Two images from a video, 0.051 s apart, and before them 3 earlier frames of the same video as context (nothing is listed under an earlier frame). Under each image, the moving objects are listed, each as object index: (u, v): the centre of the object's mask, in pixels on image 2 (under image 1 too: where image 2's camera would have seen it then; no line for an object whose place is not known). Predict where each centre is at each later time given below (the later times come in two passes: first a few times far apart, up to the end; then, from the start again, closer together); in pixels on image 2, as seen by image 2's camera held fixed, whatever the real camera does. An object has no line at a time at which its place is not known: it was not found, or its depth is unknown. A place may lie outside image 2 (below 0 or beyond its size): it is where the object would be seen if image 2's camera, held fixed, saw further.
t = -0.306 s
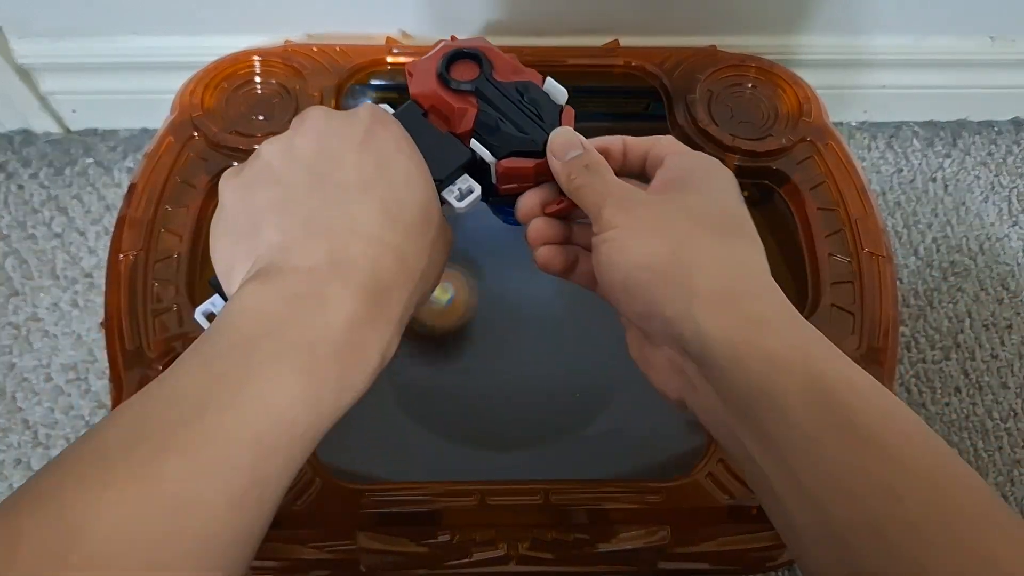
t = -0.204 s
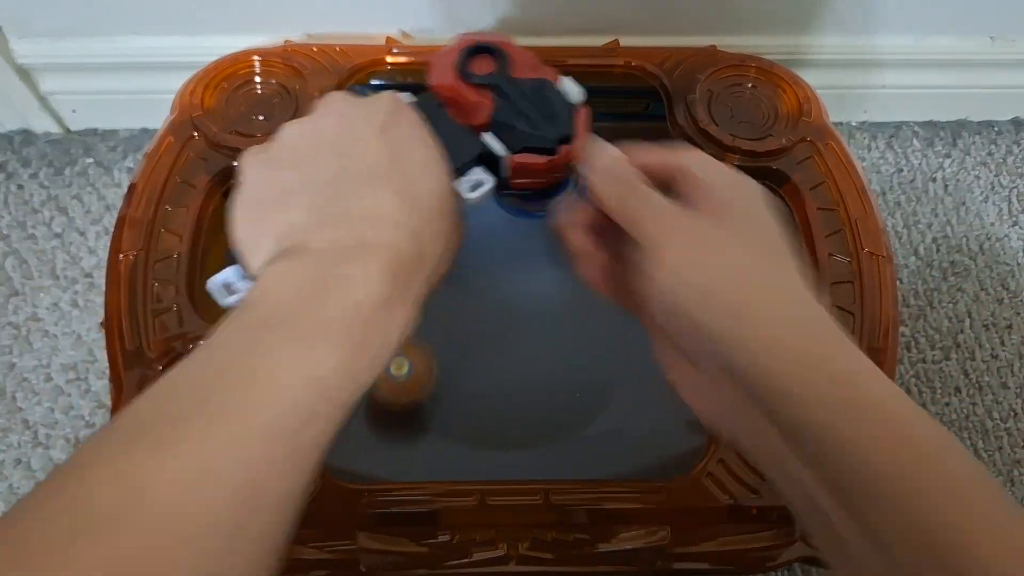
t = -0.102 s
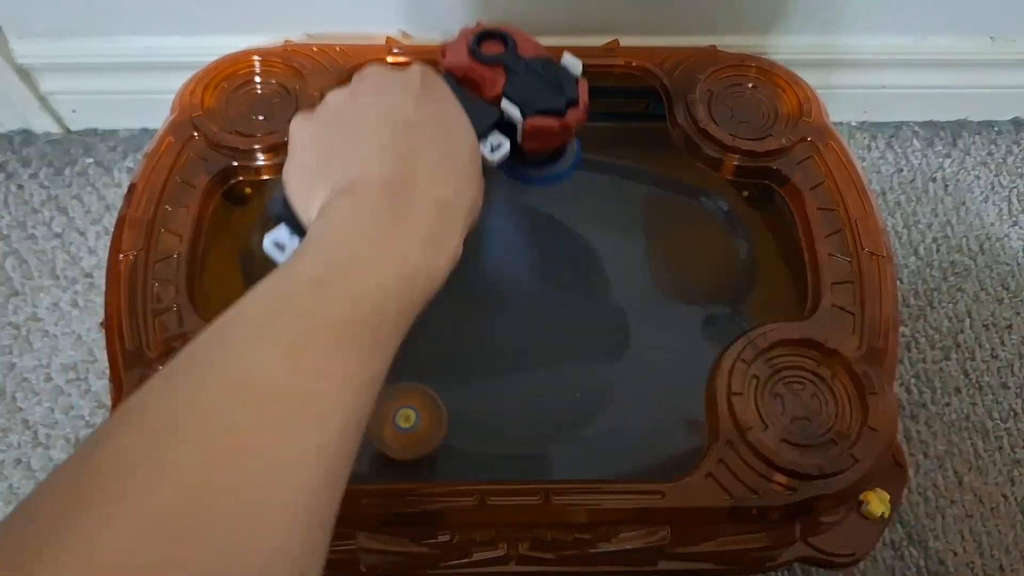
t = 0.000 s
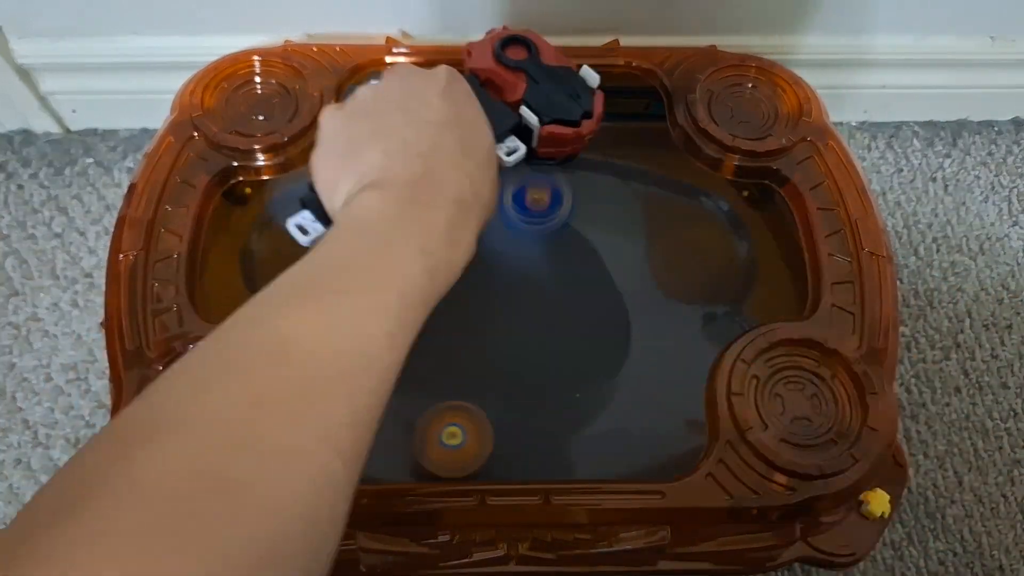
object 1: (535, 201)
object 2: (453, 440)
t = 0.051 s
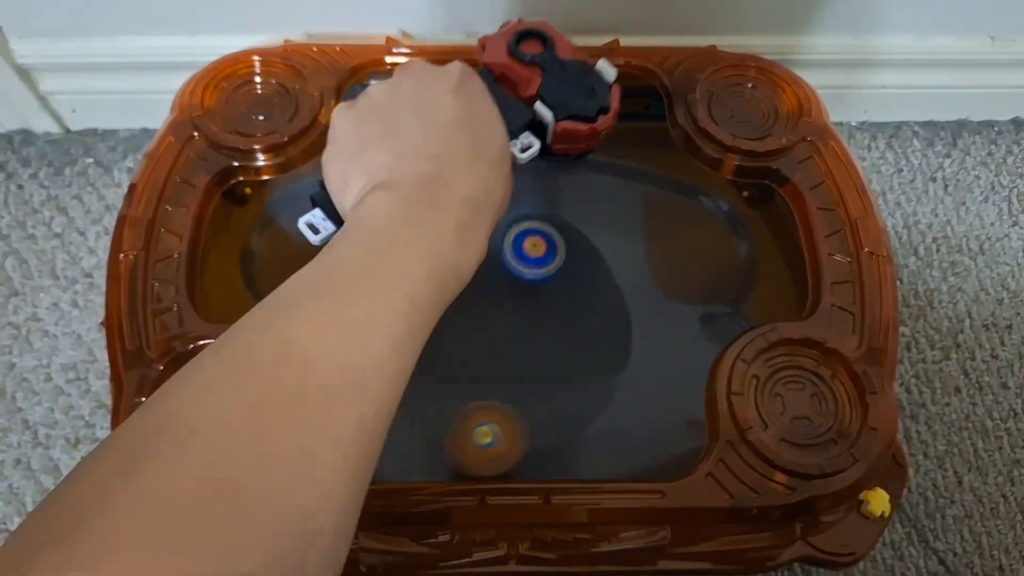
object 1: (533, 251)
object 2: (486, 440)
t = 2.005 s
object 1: (329, 335)
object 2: (417, 345)
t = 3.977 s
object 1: (399, 307)
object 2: (471, 374)
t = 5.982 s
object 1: (456, 355)
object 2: (534, 363)
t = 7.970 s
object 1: (452, 348)
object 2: (558, 324)
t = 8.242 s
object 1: (576, 349)
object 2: (498, 285)
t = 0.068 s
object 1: (531, 257)
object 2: (498, 437)
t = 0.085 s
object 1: (529, 265)
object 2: (509, 434)
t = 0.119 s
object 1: (525, 287)
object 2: (535, 428)
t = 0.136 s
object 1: (521, 300)
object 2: (548, 423)
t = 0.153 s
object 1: (518, 311)
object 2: (559, 418)
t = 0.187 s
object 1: (510, 324)
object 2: (582, 402)
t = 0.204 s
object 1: (505, 334)
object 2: (593, 394)
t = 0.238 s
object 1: (499, 344)
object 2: (612, 374)
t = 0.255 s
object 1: (496, 351)
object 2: (621, 363)
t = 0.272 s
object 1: (495, 354)
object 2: (626, 351)
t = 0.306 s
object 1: (494, 361)
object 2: (636, 327)
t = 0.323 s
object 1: (495, 363)
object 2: (638, 314)
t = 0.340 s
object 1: (497, 364)
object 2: (638, 304)
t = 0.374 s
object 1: (505, 366)
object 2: (634, 282)
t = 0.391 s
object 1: (509, 366)
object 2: (631, 272)
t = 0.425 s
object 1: (521, 363)
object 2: (620, 252)
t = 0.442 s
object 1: (528, 360)
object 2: (613, 244)
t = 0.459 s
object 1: (535, 355)
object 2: (607, 236)
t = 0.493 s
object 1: (547, 344)
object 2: (588, 225)
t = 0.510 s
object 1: (551, 338)
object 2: (580, 220)
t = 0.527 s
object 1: (554, 330)
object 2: (569, 217)
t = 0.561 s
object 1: (555, 316)
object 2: (547, 213)
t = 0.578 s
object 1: (553, 308)
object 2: (534, 213)
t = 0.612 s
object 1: (547, 293)
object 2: (508, 215)
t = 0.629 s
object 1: (542, 286)
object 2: (495, 220)
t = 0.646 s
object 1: (536, 279)
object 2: (482, 226)
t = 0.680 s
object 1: (522, 270)
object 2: (459, 236)
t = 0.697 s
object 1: (514, 266)
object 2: (445, 244)
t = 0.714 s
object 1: (504, 262)
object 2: (433, 252)
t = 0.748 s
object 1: (485, 260)
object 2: (408, 268)
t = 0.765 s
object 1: (474, 259)
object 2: (397, 277)
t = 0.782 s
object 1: (462, 261)
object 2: (387, 286)
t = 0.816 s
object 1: (438, 266)
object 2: (372, 306)
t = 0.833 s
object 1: (426, 270)
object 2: (366, 316)
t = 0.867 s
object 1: (405, 283)
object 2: (357, 336)
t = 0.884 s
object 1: (397, 290)
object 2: (350, 348)
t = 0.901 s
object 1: (392, 296)
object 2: (344, 361)
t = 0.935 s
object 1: (386, 310)
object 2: (339, 386)
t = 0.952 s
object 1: (385, 320)
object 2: (338, 397)
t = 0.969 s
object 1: (385, 329)
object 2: (338, 406)
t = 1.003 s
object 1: (389, 350)
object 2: (339, 421)
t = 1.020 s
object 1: (394, 361)
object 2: (341, 427)
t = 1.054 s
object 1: (409, 378)
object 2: (347, 435)
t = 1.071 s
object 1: (420, 385)
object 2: (351, 437)
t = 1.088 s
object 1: (432, 390)
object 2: (357, 440)
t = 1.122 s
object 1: (459, 396)
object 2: (380, 439)
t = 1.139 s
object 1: (474, 396)
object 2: (392, 438)
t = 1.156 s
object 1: (490, 394)
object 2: (404, 436)
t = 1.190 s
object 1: (521, 387)
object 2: (432, 430)
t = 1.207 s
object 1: (535, 381)
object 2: (445, 427)
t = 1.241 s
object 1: (561, 364)
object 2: (472, 418)
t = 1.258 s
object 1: (571, 355)
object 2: (487, 413)
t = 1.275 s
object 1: (580, 344)
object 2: (502, 407)
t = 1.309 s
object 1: (593, 322)
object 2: (530, 391)
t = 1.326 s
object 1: (597, 310)
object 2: (544, 381)
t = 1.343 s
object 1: (599, 298)
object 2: (554, 370)
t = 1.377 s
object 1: (600, 274)
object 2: (571, 348)
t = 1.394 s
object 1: (598, 261)
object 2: (578, 335)
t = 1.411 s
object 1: (594, 251)
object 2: (583, 323)
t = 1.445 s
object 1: (582, 231)
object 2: (589, 299)
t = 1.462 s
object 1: (574, 223)
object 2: (589, 289)
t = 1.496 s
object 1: (559, 201)
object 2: (584, 275)
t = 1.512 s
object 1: (551, 187)
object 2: (579, 273)
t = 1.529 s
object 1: (543, 176)
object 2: (572, 273)
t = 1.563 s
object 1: (525, 155)
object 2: (561, 273)
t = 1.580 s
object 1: (514, 149)
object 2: (554, 273)
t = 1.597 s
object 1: (503, 144)
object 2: (547, 272)
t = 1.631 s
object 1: (482, 144)
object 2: (532, 271)
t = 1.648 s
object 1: (470, 149)
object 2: (524, 270)
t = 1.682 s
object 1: (446, 159)
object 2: (506, 269)
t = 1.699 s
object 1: (433, 166)
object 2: (497, 269)
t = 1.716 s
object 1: (421, 173)
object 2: (487, 268)
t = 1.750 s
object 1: (397, 188)
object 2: (471, 268)
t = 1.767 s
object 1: (386, 196)
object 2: (462, 269)
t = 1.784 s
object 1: (374, 205)
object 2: (454, 271)
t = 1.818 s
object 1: (352, 223)
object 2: (438, 275)
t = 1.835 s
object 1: (342, 233)
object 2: (431, 279)
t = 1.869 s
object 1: (324, 252)
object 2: (420, 289)
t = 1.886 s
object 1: (319, 263)
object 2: (416, 294)
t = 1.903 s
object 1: (315, 272)
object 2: (412, 301)
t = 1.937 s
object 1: (313, 292)
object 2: (410, 316)
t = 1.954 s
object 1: (315, 301)
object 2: (410, 323)
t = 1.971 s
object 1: (319, 311)
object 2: (411, 331)
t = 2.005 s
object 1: (329, 335)
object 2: (417, 345)
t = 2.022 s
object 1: (335, 348)
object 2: (422, 351)
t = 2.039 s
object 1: (341, 360)
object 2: (429, 357)
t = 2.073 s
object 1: (357, 380)
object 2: (444, 364)
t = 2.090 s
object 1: (366, 388)
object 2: (452, 367)
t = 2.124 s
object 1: (389, 399)
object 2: (470, 369)
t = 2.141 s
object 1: (400, 403)
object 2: (480, 369)
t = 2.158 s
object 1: (413, 407)
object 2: (489, 368)
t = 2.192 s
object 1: (442, 412)
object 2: (508, 364)
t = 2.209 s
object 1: (457, 413)
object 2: (518, 361)
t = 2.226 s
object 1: (472, 414)
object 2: (525, 357)
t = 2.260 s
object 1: (505, 413)
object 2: (541, 348)
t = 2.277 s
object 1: (521, 411)
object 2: (548, 343)
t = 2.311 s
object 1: (549, 404)
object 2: (559, 331)
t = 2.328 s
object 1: (562, 399)
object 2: (563, 324)
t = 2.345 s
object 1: (575, 393)
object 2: (565, 318)
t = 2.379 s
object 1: (602, 380)
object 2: (570, 304)
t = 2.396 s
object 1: (613, 373)
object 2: (570, 298)
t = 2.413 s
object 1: (625, 366)
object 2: (570, 291)
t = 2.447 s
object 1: (647, 351)
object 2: (567, 277)
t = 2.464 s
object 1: (656, 344)
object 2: (564, 272)
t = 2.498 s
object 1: (670, 328)
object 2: (557, 262)
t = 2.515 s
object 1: (674, 321)
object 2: (551, 258)
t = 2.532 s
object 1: (676, 313)
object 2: (545, 254)
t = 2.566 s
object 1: (677, 297)
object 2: (532, 250)
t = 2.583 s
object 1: (677, 289)
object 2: (525, 249)
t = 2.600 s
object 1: (676, 280)
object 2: (518, 249)
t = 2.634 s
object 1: (676, 262)
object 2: (503, 250)
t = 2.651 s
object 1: (675, 253)
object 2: (494, 251)
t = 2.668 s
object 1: (673, 245)
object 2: (486, 254)
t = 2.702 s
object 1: (664, 231)
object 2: (472, 262)
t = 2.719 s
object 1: (658, 226)
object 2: (465, 267)
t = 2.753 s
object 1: (643, 221)
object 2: (453, 280)
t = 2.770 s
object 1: (634, 220)
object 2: (449, 288)
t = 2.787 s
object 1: (626, 220)
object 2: (446, 294)
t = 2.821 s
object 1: (606, 222)
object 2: (444, 312)
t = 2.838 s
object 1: (595, 225)
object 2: (444, 320)
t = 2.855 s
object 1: (584, 227)
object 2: (446, 327)
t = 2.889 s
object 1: (558, 234)
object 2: (452, 341)
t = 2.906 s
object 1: (545, 238)
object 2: (456, 347)
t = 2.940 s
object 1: (518, 247)
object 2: (468, 358)
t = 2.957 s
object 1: (506, 252)
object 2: (473, 362)
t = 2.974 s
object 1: (494, 257)
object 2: (480, 366)
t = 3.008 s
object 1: (473, 271)
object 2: (495, 370)
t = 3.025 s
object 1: (464, 278)
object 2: (503, 371)
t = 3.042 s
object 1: (455, 286)
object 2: (511, 372)
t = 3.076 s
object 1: (441, 304)
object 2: (526, 373)
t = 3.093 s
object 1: (437, 313)
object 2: (534, 372)
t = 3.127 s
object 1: (431, 331)
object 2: (549, 369)
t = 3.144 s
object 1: (430, 340)
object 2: (556, 367)
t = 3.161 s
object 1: (430, 349)
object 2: (563, 364)
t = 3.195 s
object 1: (434, 365)
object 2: (577, 356)
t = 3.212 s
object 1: (438, 372)
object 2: (582, 351)
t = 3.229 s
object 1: (442, 379)
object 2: (586, 347)
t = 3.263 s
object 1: (455, 390)
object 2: (592, 334)
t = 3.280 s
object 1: (462, 395)
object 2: (594, 327)
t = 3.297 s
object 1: (471, 399)
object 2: (593, 320)
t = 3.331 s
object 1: (491, 403)
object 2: (589, 308)
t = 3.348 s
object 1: (502, 404)
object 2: (587, 302)
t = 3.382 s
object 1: (525, 403)
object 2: (578, 290)
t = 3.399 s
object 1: (537, 401)
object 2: (572, 285)
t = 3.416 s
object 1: (548, 399)
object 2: (567, 282)
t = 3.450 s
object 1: (569, 390)
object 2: (553, 275)
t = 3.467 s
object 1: (577, 385)
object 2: (546, 273)
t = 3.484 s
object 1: (586, 379)
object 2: (537, 271)
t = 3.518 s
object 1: (599, 362)
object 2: (522, 271)
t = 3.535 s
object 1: (603, 353)
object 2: (514, 271)
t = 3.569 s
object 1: (604, 333)
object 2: (496, 273)
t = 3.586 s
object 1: (603, 324)
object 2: (489, 275)
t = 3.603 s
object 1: (601, 315)
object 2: (482, 278)
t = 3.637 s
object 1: (592, 297)
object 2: (467, 285)
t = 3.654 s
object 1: (584, 289)
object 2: (460, 289)
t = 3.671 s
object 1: (575, 281)
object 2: (454, 292)
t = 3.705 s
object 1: (557, 271)
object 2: (444, 302)
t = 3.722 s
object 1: (545, 267)
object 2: (440, 307)
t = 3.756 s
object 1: (522, 262)
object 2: (435, 318)
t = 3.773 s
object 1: (510, 261)
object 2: (432, 324)
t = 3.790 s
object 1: (499, 261)
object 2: (431, 330)
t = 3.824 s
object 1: (474, 265)
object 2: (431, 342)
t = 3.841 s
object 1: (462, 267)
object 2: (432, 347)
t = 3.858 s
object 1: (451, 271)
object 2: (433, 352)
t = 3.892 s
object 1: (432, 279)
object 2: (440, 362)
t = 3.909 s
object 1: (423, 283)
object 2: (444, 365)
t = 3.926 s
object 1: (416, 289)
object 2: (450, 368)
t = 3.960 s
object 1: (403, 300)
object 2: (463, 373)
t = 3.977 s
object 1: (399, 307)
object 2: (471, 374)
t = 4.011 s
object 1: (392, 321)
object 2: (486, 374)
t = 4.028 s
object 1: (390, 329)
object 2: (493, 373)
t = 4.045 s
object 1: (389, 338)
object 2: (501, 371)
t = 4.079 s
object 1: (389, 356)
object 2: (516, 365)
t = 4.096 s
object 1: (392, 365)
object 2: (522, 361)
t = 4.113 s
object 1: (396, 373)
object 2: (528, 356)
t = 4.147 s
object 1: (410, 384)
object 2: (539, 345)
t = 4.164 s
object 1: (420, 388)
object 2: (543, 337)
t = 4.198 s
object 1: (444, 394)
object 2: (547, 324)
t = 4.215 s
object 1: (457, 395)
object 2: (548, 318)
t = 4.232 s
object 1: (470, 393)
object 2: (548, 310)
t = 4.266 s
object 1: (494, 389)
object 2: (546, 297)
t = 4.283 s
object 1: (505, 385)
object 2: (544, 292)
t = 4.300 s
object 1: (516, 380)
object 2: (541, 286)
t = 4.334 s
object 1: (534, 367)
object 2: (534, 277)
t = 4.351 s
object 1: (542, 359)
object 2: (529, 273)
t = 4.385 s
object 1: (553, 344)
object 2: (518, 266)
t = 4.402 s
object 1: (557, 336)
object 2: (513, 265)
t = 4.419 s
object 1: (559, 328)
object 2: (507, 262)
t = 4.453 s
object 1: (561, 311)
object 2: (494, 260)
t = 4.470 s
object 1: (560, 302)
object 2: (488, 259)
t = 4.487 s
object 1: (559, 294)
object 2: (481, 259)
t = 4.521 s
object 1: (553, 278)
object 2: (468, 261)
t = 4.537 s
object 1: (550, 272)
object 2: (462, 263)
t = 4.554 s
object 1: (545, 266)
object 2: (456, 265)
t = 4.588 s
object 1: (533, 255)
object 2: (444, 272)
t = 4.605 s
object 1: (527, 250)
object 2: (440, 276)
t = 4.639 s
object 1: (513, 243)
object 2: (433, 288)
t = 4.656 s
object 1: (505, 241)
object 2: (431, 294)
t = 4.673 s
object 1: (497, 238)
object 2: (431, 301)
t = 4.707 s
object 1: (480, 236)
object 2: (433, 314)
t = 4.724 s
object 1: (472, 236)
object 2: (434, 320)
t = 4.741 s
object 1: (463, 236)
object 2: (438, 327)
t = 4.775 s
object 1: (446, 239)
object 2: (446, 338)
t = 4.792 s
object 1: (438, 242)
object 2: (451, 343)
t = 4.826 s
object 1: (422, 250)
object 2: (463, 351)
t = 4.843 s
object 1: (415, 255)
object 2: (470, 353)
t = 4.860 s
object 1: (408, 262)
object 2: (476, 356)
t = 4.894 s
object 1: (399, 276)
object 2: (491, 359)
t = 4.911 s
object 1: (397, 284)
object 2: (498, 359)
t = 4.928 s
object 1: (396, 292)
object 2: (506, 360)
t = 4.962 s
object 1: (398, 310)
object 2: (521, 358)
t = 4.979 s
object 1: (402, 319)
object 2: (528, 357)
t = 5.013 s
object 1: (411, 335)
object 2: (542, 353)
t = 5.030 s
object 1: (418, 342)
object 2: (549, 350)
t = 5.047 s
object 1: (425, 349)
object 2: (554, 348)
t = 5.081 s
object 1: (442, 360)
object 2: (566, 340)
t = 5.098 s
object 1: (452, 364)
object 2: (569, 336)
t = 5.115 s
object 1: (462, 367)
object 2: (573, 332)
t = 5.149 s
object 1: (481, 371)
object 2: (578, 321)
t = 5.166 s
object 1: (492, 372)
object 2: (579, 316)
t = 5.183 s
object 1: (502, 371)
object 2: (580, 311)
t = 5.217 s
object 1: (522, 369)
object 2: (580, 299)
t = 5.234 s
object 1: (531, 367)
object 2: (579, 294)
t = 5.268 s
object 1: (549, 362)
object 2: (574, 284)
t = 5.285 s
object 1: (558, 358)
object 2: (569, 279)
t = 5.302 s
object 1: (567, 355)
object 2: (566, 276)
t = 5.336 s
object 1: (581, 344)
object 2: (555, 269)
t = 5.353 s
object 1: (588, 339)
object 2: (549, 268)
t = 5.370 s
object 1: (593, 334)
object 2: (543, 267)
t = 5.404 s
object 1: (601, 322)
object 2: (528, 266)
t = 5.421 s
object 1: (604, 314)
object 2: (522, 268)
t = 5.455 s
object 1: (607, 299)
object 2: (509, 270)
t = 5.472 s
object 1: (607, 293)
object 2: (502, 273)
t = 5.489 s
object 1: (607, 286)
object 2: (496, 276)
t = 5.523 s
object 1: (604, 273)
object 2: (483, 283)
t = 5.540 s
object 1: (601, 266)
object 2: (478, 287)
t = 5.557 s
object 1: (596, 259)
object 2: (473, 292)
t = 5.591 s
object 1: (583, 251)
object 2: (465, 302)
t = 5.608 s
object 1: (576, 247)
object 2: (462, 307)
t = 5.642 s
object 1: (560, 244)
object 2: (458, 319)
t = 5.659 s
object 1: (551, 244)
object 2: (457, 324)
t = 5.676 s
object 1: (542, 244)
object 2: (457, 330)
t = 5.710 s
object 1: (522, 247)
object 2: (457, 341)
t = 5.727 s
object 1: (513, 250)
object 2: (459, 346)
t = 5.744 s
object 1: (504, 253)
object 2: (460, 350)
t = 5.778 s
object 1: (487, 264)
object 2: (467, 359)
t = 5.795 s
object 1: (479, 270)
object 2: (471, 362)
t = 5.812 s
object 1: (472, 277)
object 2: (475, 365)
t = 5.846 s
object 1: (461, 291)
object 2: (486, 370)
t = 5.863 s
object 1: (457, 299)
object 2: (491, 371)
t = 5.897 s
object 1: (451, 316)
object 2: (504, 372)
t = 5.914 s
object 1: (451, 324)
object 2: (510, 371)
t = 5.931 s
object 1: (451, 333)
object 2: (516, 371)
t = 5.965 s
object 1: (453, 348)
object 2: (529, 366)
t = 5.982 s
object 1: (456, 355)
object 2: (534, 363)
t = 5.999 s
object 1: (459, 361)
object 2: (539, 359)
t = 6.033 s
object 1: (469, 374)
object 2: (547, 349)
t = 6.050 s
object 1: (475, 378)
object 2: (550, 344)
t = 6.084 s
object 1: (489, 387)
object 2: (552, 330)
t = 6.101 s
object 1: (496, 389)
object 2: (553, 325)
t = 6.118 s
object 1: (504, 392)
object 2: (552, 319)
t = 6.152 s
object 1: (521, 394)
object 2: (547, 307)
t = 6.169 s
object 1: (529, 394)
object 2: (544, 302)
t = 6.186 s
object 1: (538, 394)
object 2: (539, 295)
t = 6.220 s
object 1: (555, 391)
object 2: (531, 287)
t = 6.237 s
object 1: (564, 388)
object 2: (526, 284)
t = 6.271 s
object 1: (579, 380)
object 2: (515, 279)
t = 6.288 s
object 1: (585, 375)
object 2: (510, 277)
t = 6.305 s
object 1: (591, 370)
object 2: (504, 276)
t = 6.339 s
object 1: (601, 356)
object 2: (493, 274)
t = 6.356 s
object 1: (603, 348)
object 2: (486, 273)
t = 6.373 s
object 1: (604, 341)
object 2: (481, 273)
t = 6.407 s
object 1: (601, 326)
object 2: (468, 274)
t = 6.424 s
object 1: (599, 319)
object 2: (464, 275)
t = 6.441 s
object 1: (595, 310)
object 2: (458, 277)
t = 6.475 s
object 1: (584, 297)
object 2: (448, 282)
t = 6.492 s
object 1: (577, 291)
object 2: (443, 285)
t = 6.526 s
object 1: (563, 282)
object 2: (437, 293)
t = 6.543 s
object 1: (555, 277)
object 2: (434, 297)
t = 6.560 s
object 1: (547, 273)
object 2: (433, 302)
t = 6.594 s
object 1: (530, 269)
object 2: (432, 313)
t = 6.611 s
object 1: (521, 268)
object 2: (433, 319)
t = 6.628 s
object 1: (512, 267)
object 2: (435, 325)
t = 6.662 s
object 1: (495, 268)
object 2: (440, 335)
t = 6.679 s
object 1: (486, 269)
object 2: (444, 339)
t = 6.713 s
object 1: (469, 272)
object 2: (454, 346)
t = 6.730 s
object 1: (460, 274)
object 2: (460, 349)
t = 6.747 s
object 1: (452, 276)
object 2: (466, 351)
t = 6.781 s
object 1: (437, 283)
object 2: (479, 354)
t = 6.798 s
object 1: (430, 287)
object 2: (486, 354)
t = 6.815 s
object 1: (423, 291)
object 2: (492, 354)
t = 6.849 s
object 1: (412, 302)
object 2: (506, 352)
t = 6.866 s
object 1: (408, 308)
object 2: (512, 350)
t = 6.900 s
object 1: (403, 321)
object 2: (524, 345)
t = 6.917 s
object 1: (400, 327)
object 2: (530, 343)
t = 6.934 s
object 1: (399, 334)
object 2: (535, 340)
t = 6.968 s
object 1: (399, 348)
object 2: (544, 332)
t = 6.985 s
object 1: (401, 354)
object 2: (548, 327)
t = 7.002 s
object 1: (404, 360)
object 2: (551, 322)
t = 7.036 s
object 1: (414, 371)
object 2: (556, 313)
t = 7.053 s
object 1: (421, 376)
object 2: (557, 307)
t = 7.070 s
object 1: (429, 379)
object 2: (558, 303)
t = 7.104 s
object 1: (446, 382)
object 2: (557, 292)
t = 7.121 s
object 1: (455, 383)
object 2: (556, 288)
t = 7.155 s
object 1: (474, 382)
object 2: (551, 279)
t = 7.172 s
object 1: (484, 381)
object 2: (548, 276)
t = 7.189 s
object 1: (494, 377)
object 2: (544, 273)
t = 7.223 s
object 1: (511, 371)
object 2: (534, 269)
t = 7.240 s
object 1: (519, 365)
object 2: (528, 268)
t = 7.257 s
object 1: (526, 359)
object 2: (522, 267)
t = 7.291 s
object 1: (537, 347)
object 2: (511, 268)
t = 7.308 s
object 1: (542, 340)
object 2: (504, 270)
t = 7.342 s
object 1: (548, 326)
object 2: (493, 275)
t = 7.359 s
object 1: (550, 319)
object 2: (487, 279)
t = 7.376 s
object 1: (551, 312)
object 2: (483, 283)
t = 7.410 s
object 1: (550, 298)
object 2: (475, 293)
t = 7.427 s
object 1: (549, 291)
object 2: (471, 298)
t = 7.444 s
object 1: (546, 284)
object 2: (469, 304)
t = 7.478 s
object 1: (540, 272)
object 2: (468, 316)
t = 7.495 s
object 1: (535, 267)
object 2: (468, 321)
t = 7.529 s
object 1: (526, 259)
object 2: (470, 332)
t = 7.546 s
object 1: (520, 255)
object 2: (472, 338)
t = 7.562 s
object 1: (514, 252)
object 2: (476, 343)
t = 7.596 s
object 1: (501, 248)
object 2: (482, 351)
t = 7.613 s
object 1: (494, 246)
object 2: (486, 354)
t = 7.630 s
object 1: (487, 246)
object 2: (490, 357)
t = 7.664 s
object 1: (473, 246)
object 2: (500, 361)
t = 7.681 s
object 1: (465, 248)
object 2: (505, 362)
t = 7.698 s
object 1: (458, 250)
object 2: (511, 364)
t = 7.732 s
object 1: (445, 256)
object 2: (521, 364)
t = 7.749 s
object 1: (438, 261)
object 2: (527, 363)
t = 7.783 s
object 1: (429, 272)
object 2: (536, 361)
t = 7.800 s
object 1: (425, 279)
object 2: (541, 358)
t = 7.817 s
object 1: (423, 286)
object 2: (545, 357)
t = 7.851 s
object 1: (422, 301)
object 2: (552, 350)
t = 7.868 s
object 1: (423, 309)
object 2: (555, 347)
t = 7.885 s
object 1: (426, 316)
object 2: (558, 344)
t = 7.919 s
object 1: (434, 330)
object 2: (560, 336)
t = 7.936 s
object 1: (439, 336)
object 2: (560, 331)
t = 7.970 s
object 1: (452, 348)
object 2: (558, 324)
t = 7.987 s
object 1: (458, 352)
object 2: (557, 319)
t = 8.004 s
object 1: (466, 356)
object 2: (555, 316)
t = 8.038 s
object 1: (482, 362)
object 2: (550, 308)
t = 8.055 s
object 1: (489, 364)
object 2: (547, 304)
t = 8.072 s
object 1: (498, 365)
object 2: (544, 300)
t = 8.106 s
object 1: (515, 366)
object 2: (537, 295)
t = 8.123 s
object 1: (523, 365)
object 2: (532, 292)
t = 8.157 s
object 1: (539, 363)
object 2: (524, 288)
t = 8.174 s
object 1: (548, 361)
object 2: (518, 287)
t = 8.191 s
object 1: (555, 359)
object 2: (514, 286)
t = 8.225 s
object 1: (569, 353)
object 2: (504, 285)
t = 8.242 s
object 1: (576, 349)
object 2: (498, 285)
